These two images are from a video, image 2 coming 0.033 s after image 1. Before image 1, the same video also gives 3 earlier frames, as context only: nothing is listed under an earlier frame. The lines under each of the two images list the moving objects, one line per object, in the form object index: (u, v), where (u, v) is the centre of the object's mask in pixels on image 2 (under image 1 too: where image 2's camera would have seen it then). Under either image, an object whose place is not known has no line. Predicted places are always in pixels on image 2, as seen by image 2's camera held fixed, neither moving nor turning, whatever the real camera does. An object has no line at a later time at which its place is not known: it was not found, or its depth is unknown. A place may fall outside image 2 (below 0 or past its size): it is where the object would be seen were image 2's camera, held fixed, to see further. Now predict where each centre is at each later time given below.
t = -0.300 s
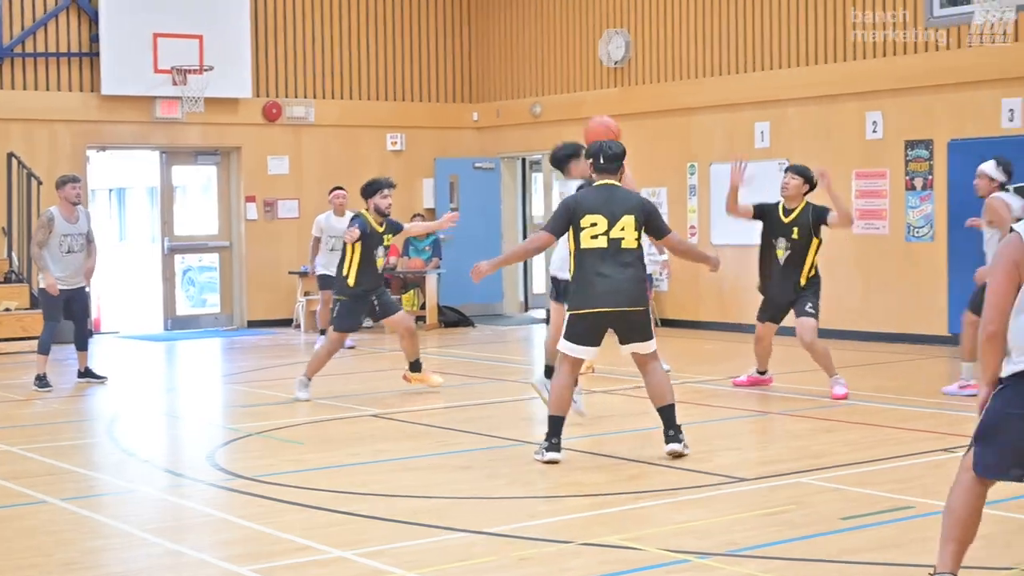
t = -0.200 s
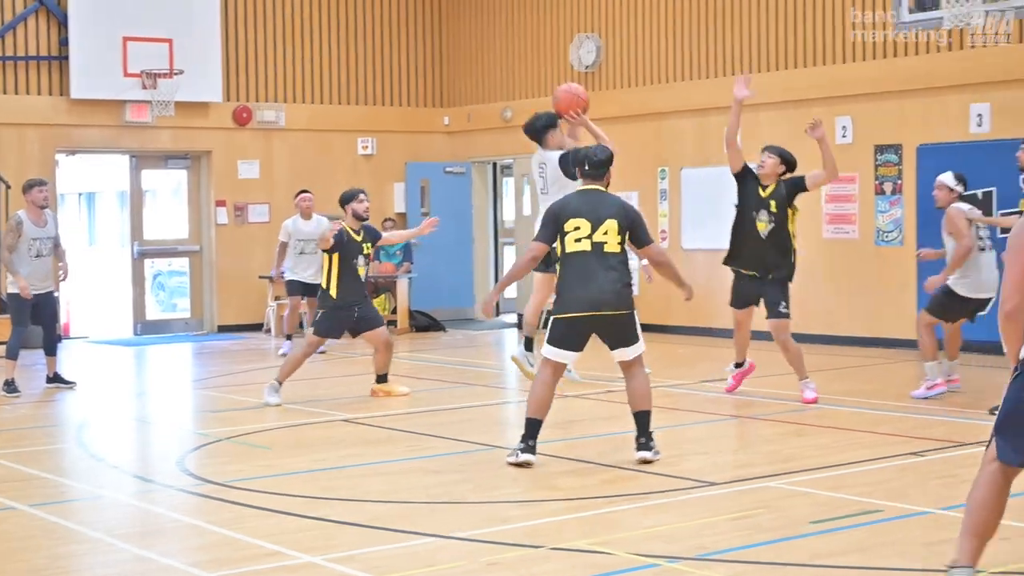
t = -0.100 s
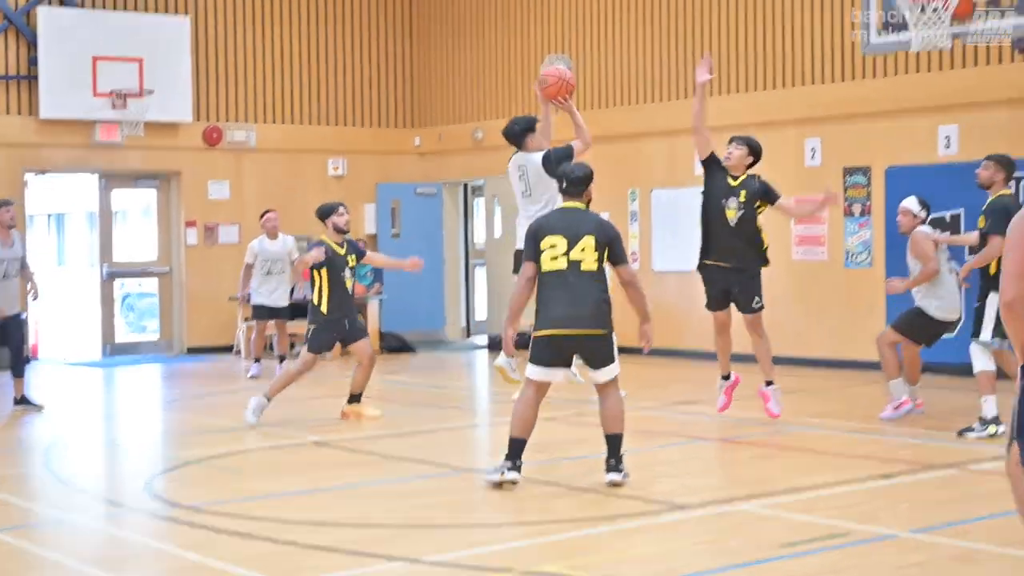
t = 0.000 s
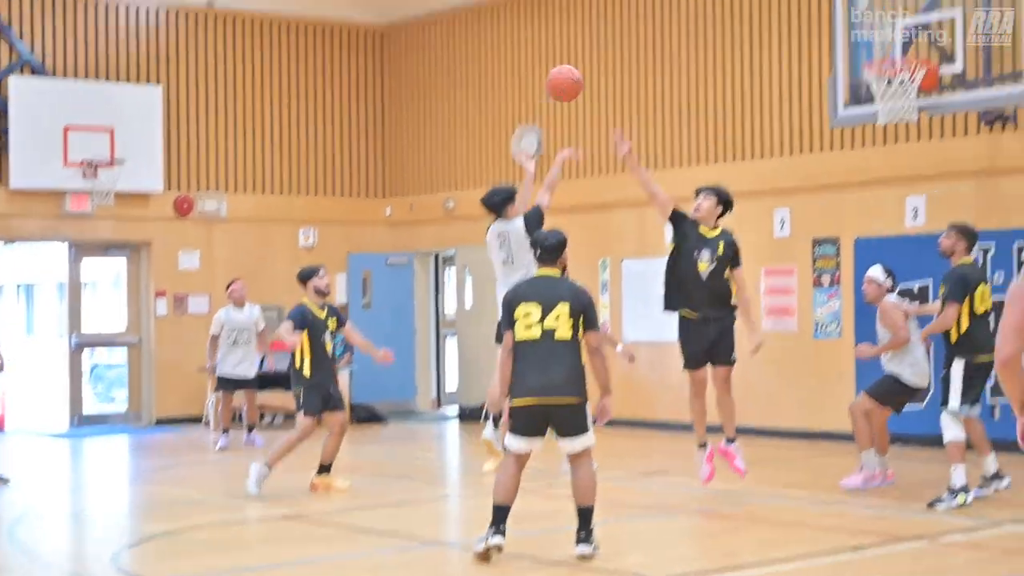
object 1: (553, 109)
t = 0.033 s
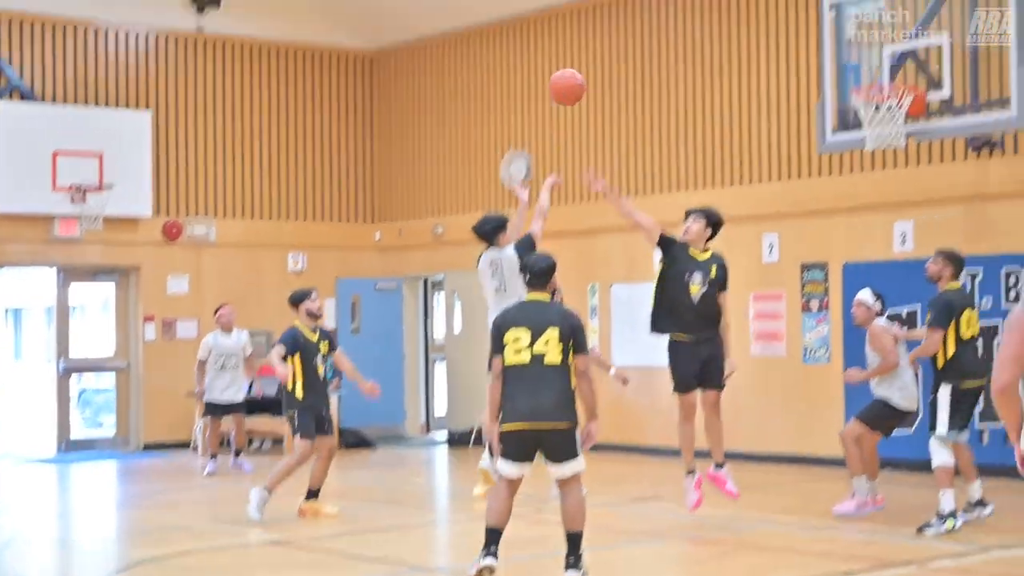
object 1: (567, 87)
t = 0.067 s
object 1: (581, 67)
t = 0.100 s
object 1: (594, 48)
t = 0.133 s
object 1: (606, 34)
